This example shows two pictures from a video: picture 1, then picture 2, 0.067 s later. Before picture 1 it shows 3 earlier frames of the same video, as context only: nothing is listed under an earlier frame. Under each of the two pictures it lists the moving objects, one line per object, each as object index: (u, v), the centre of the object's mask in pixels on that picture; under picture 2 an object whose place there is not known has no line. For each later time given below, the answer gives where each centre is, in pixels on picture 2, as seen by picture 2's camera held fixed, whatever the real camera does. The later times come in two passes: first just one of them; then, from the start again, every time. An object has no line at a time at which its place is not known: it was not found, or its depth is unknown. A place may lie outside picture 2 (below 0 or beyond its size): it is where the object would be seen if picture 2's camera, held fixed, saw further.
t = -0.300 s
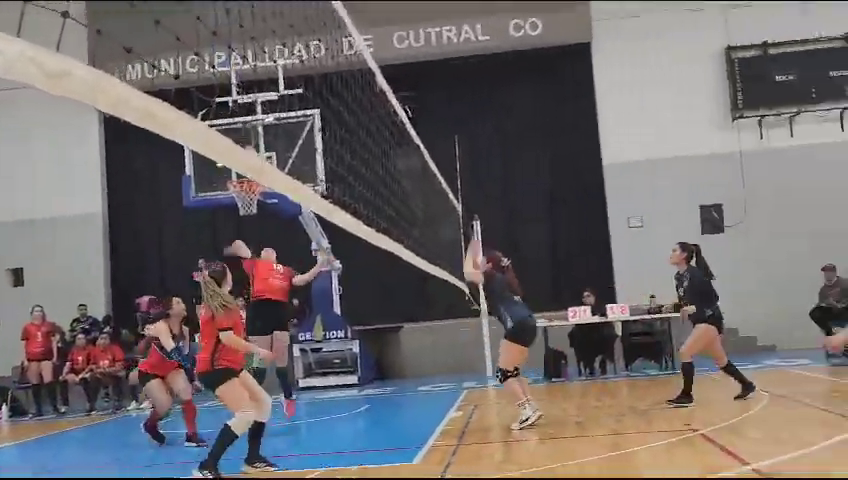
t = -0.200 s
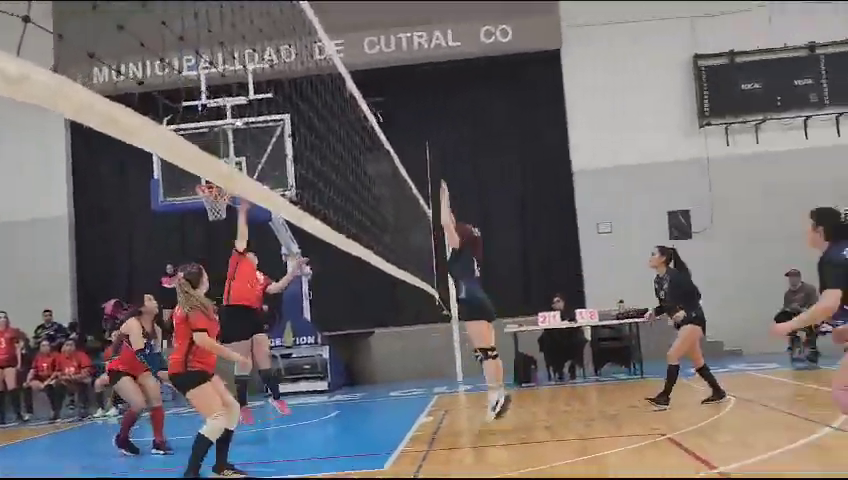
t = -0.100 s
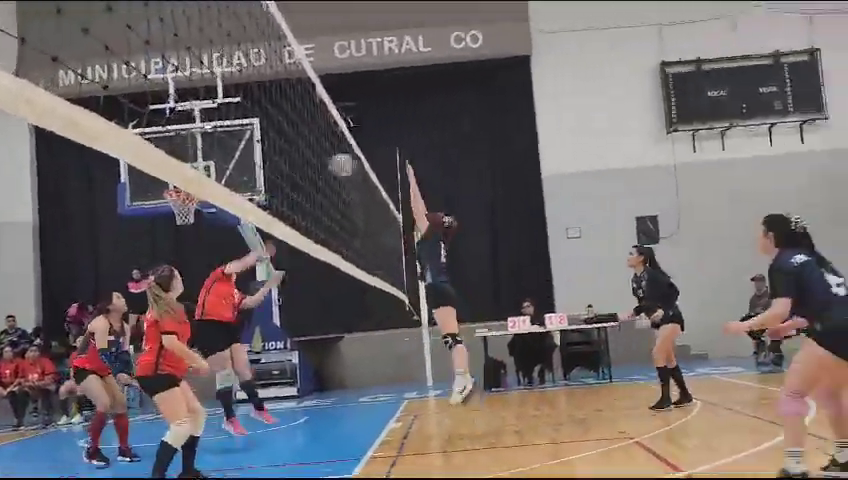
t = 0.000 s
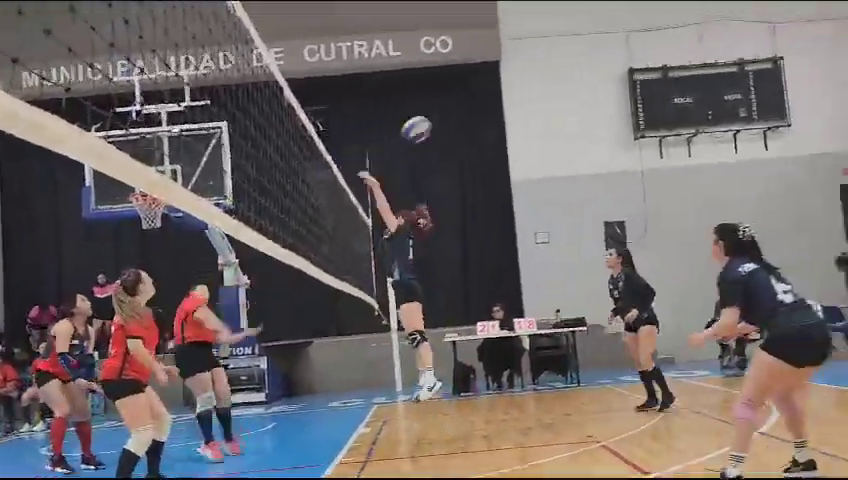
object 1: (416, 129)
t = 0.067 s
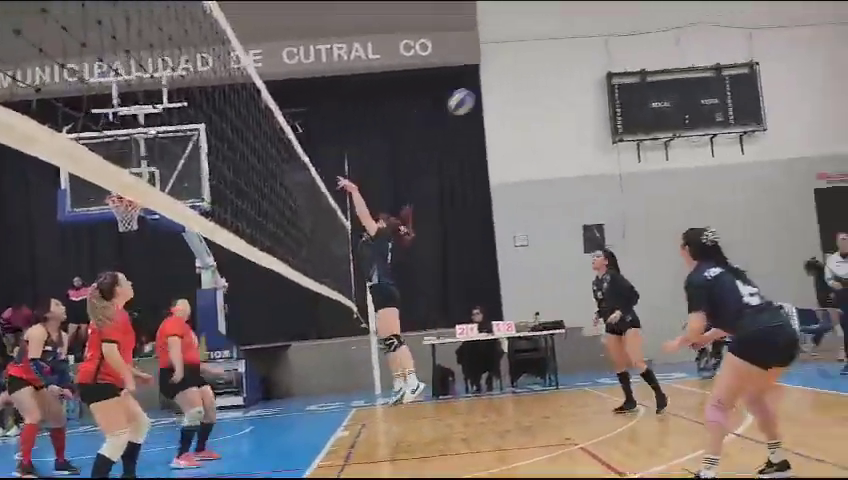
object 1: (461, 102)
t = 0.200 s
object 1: (604, 53)
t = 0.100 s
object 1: (497, 90)
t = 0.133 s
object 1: (531, 76)
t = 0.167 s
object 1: (566, 65)
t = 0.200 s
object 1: (604, 53)
